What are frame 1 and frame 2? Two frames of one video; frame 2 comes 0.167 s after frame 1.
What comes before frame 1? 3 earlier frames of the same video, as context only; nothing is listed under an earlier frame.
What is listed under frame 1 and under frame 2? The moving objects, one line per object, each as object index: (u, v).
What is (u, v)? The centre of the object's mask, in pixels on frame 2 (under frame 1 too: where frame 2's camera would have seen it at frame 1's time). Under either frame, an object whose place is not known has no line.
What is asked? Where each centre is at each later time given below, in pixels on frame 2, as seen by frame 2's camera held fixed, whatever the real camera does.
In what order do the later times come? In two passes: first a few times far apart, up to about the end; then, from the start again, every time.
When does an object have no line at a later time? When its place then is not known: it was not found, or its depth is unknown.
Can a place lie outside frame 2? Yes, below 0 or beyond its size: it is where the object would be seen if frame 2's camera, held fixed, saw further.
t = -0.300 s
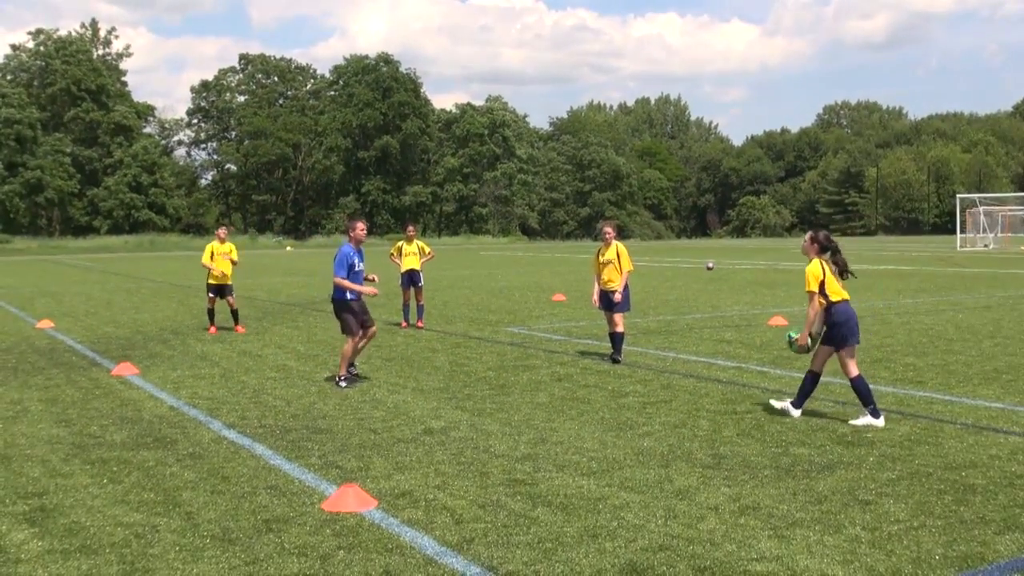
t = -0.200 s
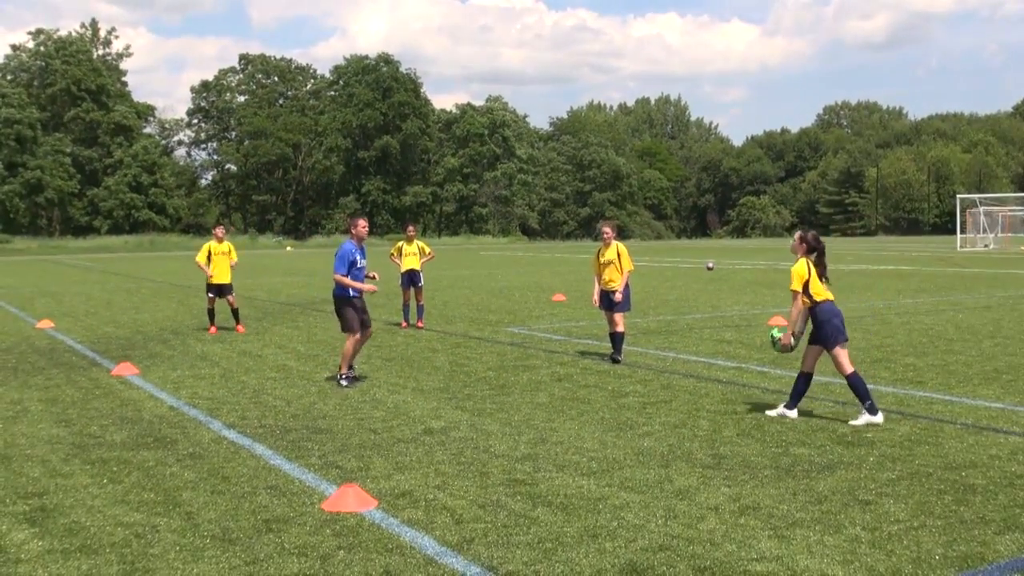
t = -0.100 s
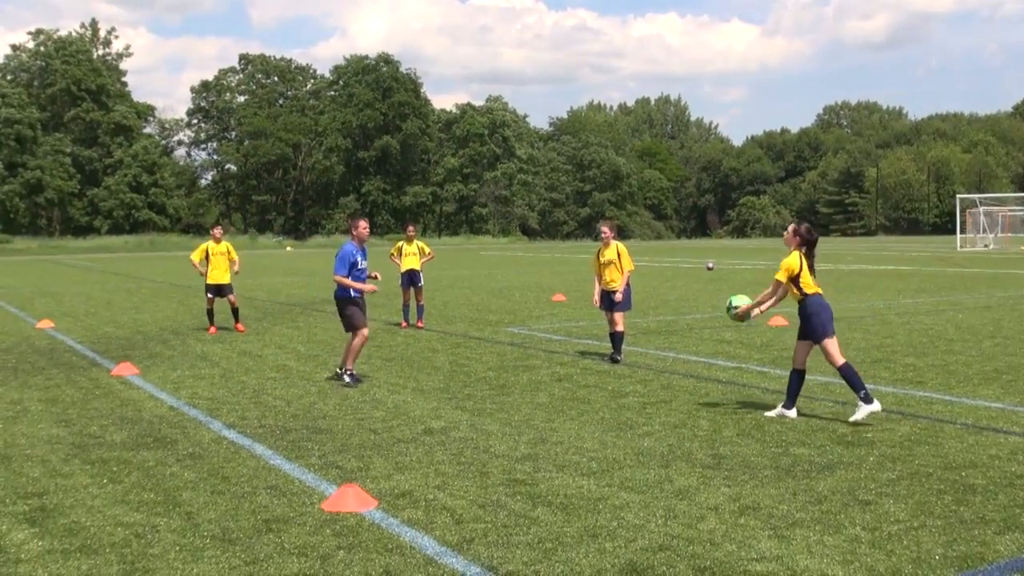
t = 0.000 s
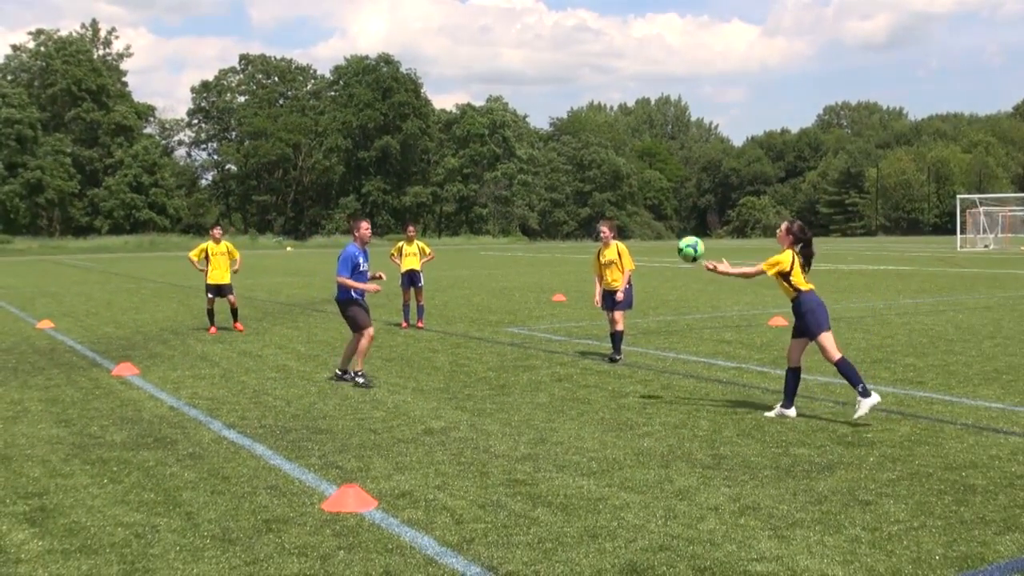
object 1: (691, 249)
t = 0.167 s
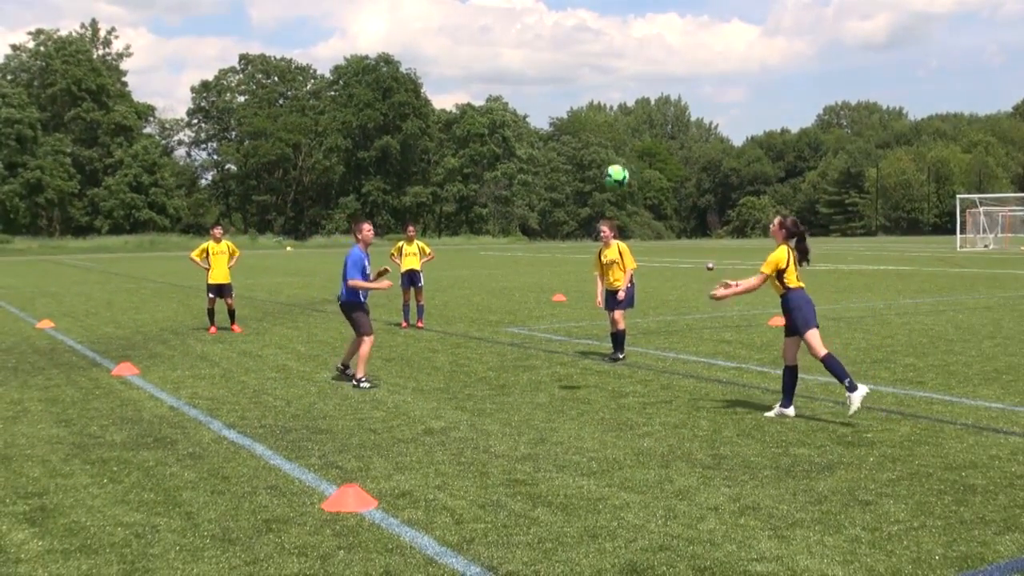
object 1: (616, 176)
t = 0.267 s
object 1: (574, 149)
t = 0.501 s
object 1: (484, 138)
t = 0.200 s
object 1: (602, 166)
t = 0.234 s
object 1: (588, 158)
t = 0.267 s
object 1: (574, 149)
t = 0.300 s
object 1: (561, 143)
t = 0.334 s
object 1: (547, 140)
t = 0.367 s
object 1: (535, 138)
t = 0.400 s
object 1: (521, 135)
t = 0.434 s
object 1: (508, 135)
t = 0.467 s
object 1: (496, 135)
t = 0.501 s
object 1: (484, 138)
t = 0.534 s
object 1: (472, 141)
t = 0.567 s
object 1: (460, 143)
